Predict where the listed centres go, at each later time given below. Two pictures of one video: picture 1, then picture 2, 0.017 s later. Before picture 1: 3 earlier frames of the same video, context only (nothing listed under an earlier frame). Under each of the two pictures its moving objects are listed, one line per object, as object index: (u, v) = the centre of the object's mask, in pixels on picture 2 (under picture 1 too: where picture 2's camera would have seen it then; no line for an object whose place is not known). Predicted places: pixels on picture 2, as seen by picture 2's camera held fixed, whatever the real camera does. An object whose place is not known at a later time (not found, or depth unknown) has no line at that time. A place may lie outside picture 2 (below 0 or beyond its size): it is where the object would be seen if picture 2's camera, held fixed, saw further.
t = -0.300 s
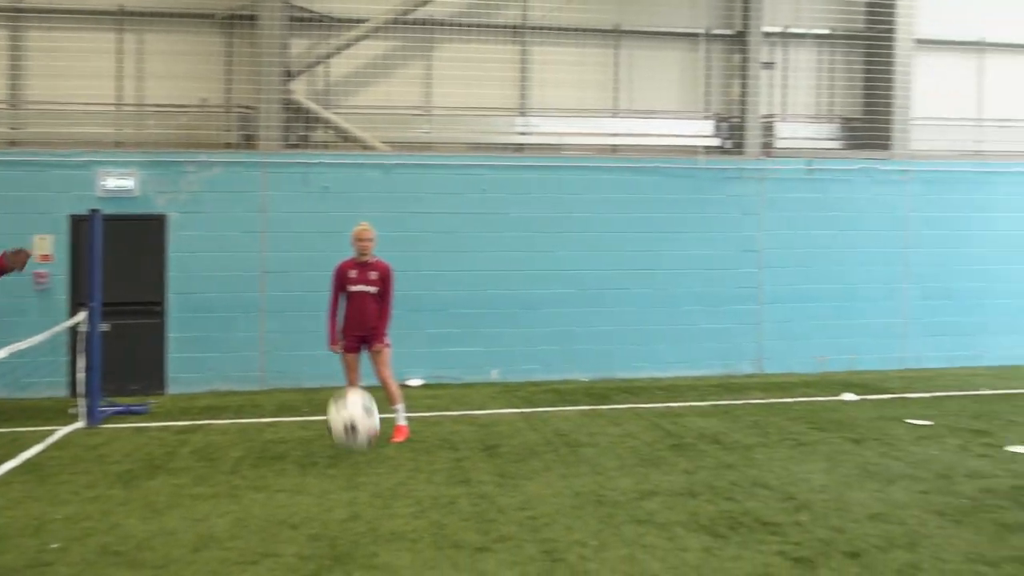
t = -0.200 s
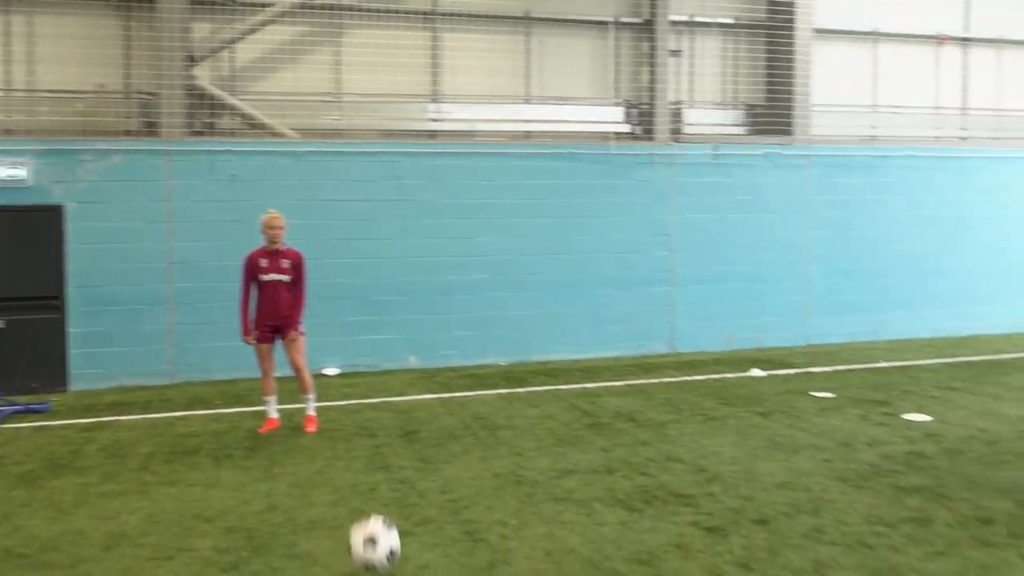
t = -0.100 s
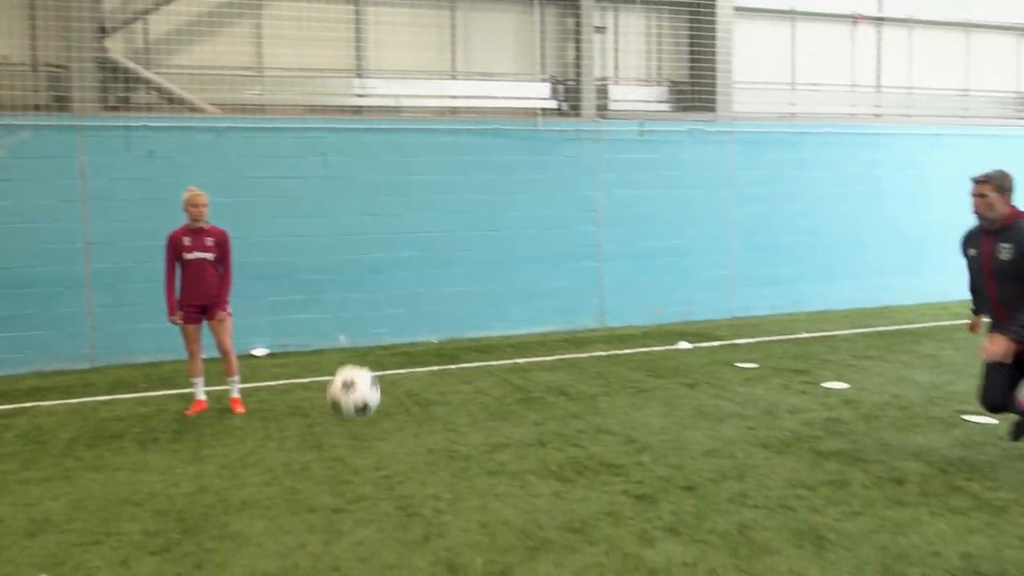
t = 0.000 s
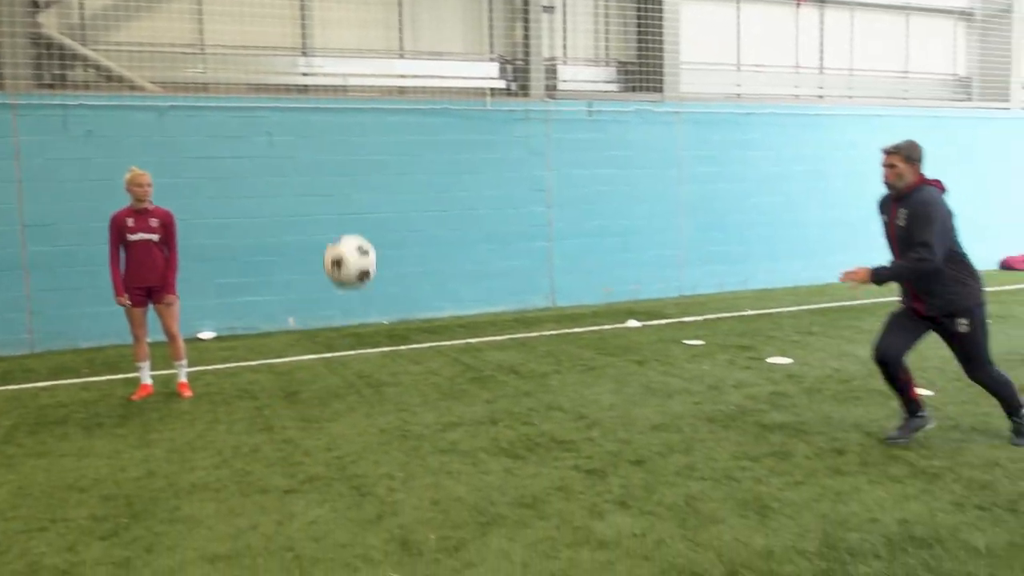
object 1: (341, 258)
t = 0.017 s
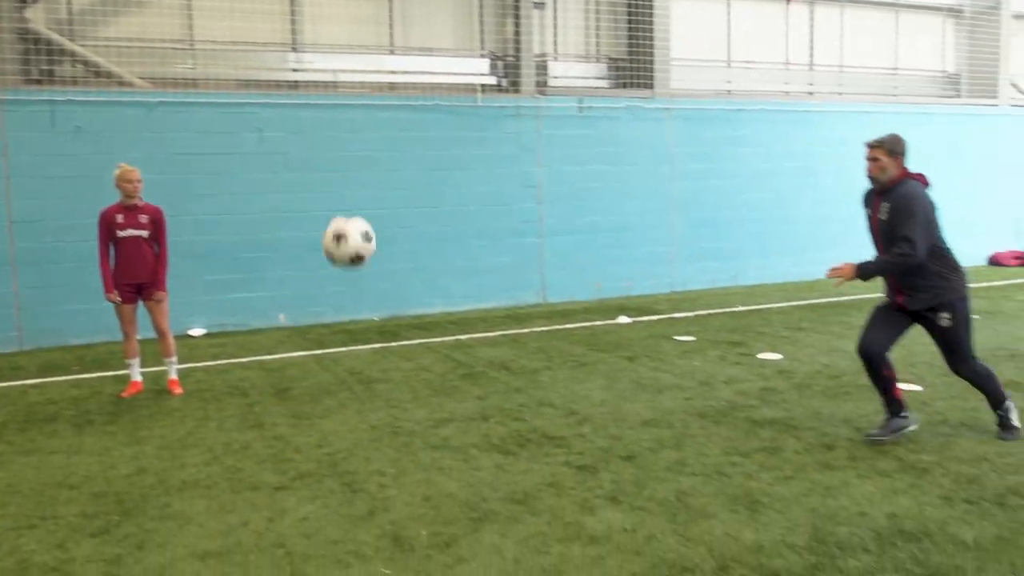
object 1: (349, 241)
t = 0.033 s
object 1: (357, 226)
